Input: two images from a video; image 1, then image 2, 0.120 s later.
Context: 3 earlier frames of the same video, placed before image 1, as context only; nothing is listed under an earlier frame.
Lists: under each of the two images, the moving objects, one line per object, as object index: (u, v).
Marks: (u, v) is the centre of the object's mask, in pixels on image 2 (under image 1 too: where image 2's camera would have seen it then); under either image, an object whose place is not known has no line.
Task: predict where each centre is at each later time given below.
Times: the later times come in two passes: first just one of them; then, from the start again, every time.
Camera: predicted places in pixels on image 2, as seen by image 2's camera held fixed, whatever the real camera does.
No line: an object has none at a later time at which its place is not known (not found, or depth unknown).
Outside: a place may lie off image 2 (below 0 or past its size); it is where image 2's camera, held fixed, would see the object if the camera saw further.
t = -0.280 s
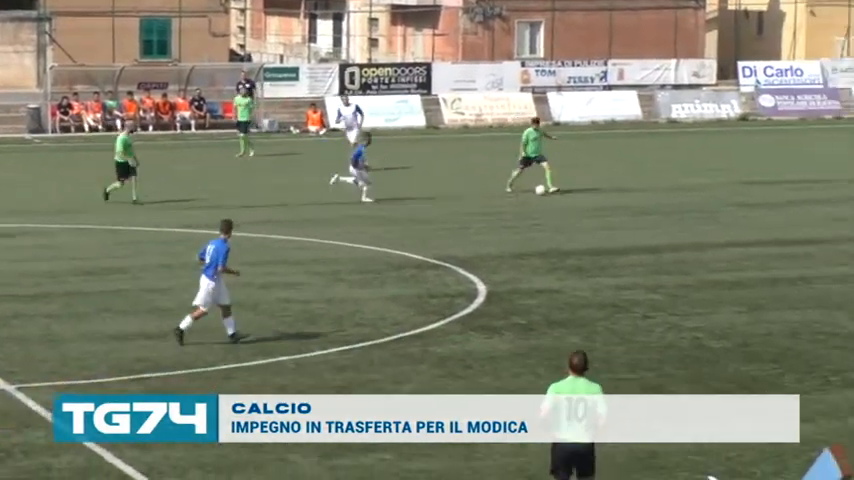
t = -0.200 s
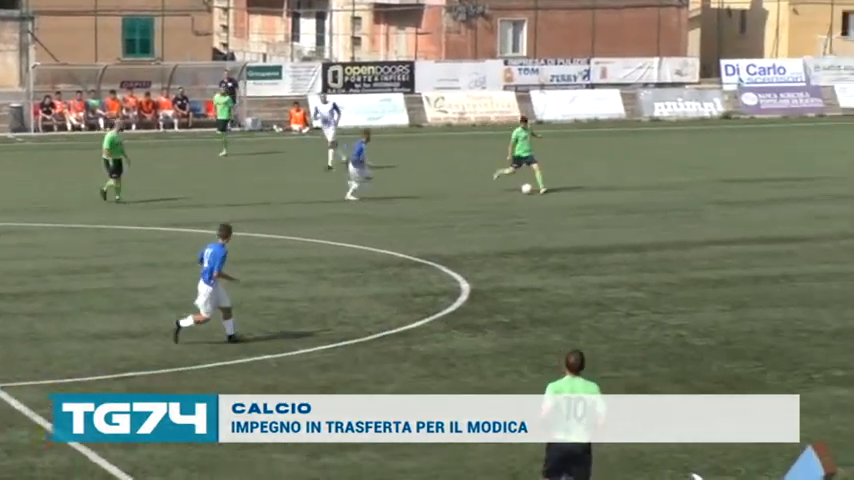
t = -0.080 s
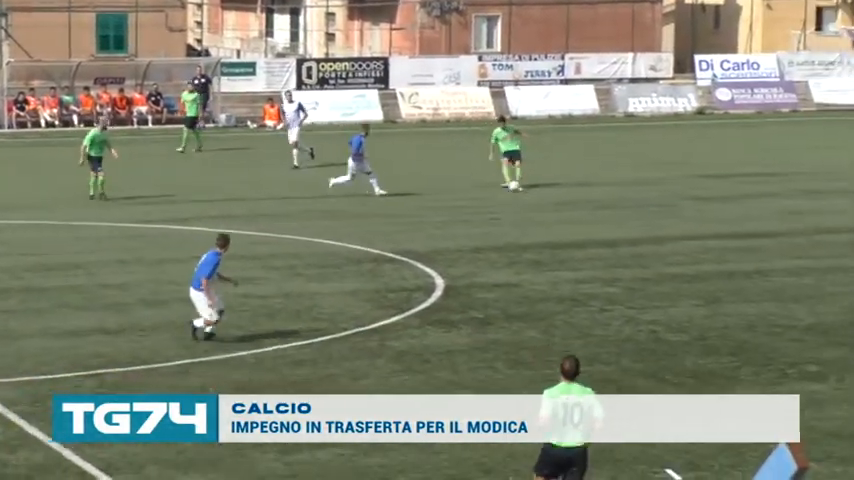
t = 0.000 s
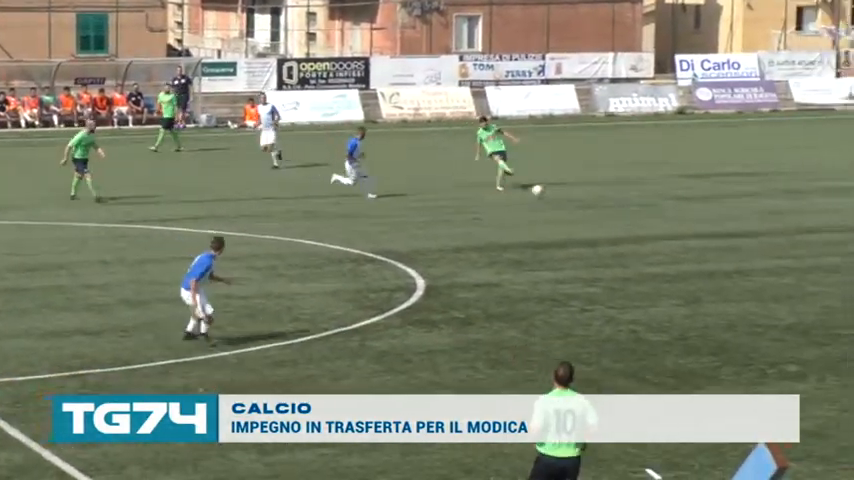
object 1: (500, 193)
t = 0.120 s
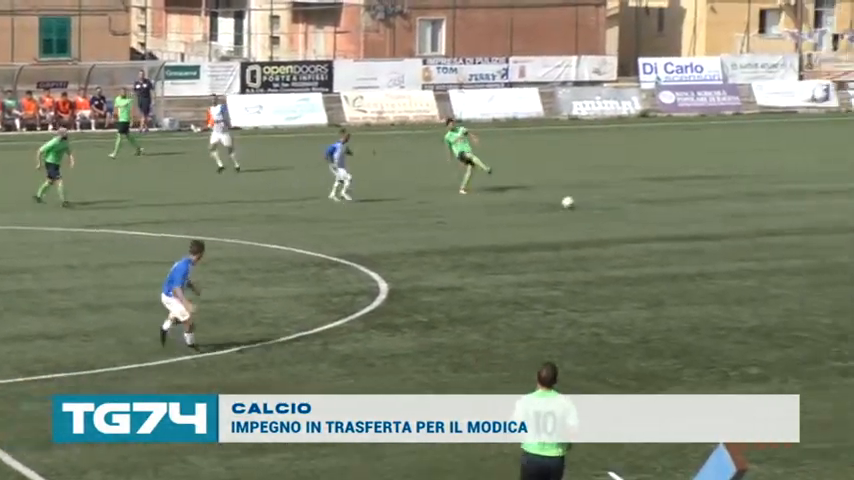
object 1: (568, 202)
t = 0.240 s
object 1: (634, 208)
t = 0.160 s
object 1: (589, 203)
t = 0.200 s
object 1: (612, 205)
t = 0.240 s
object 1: (634, 208)
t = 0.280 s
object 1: (658, 213)
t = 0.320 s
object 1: (681, 216)
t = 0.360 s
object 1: (702, 216)
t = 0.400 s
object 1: (723, 217)
